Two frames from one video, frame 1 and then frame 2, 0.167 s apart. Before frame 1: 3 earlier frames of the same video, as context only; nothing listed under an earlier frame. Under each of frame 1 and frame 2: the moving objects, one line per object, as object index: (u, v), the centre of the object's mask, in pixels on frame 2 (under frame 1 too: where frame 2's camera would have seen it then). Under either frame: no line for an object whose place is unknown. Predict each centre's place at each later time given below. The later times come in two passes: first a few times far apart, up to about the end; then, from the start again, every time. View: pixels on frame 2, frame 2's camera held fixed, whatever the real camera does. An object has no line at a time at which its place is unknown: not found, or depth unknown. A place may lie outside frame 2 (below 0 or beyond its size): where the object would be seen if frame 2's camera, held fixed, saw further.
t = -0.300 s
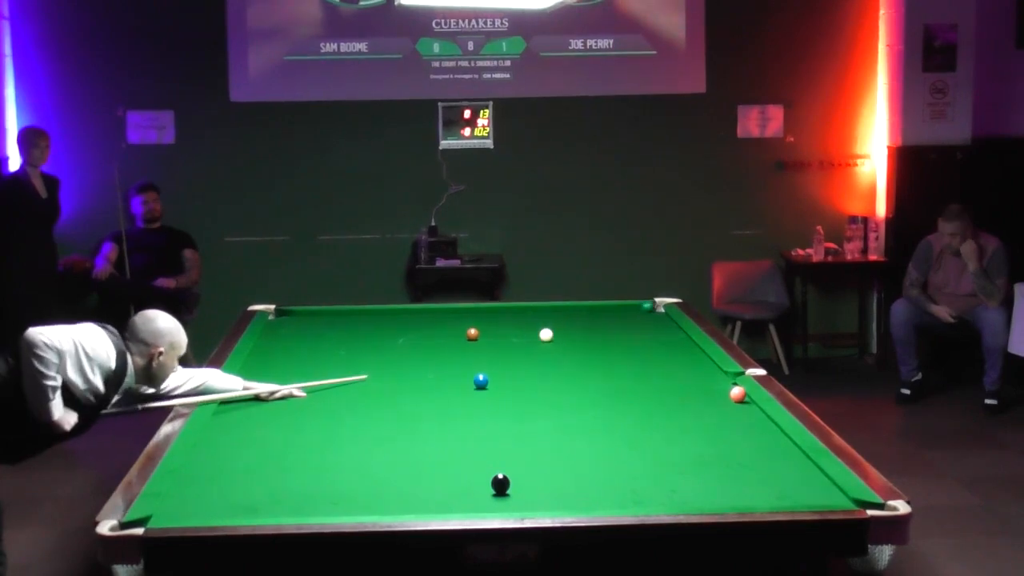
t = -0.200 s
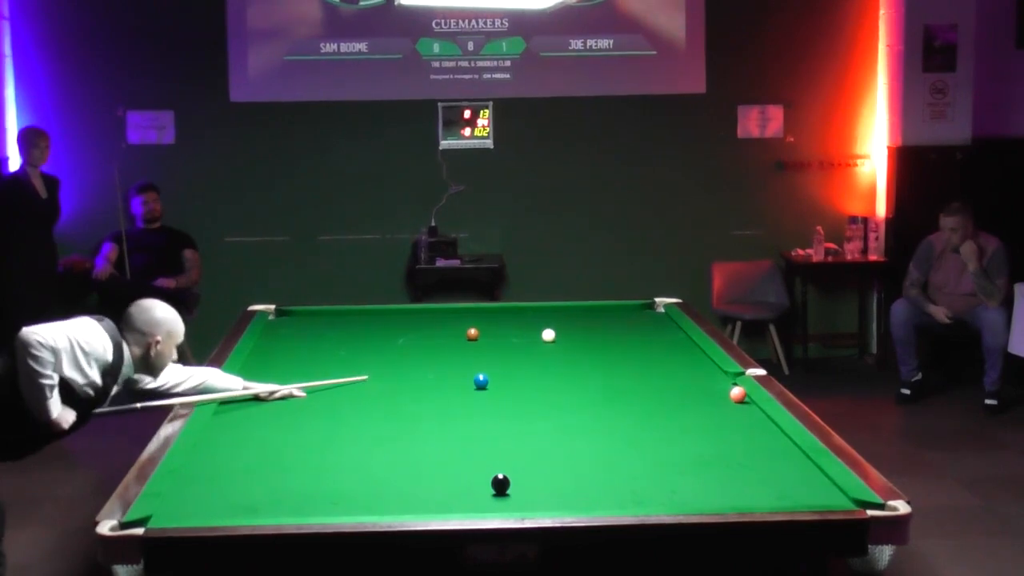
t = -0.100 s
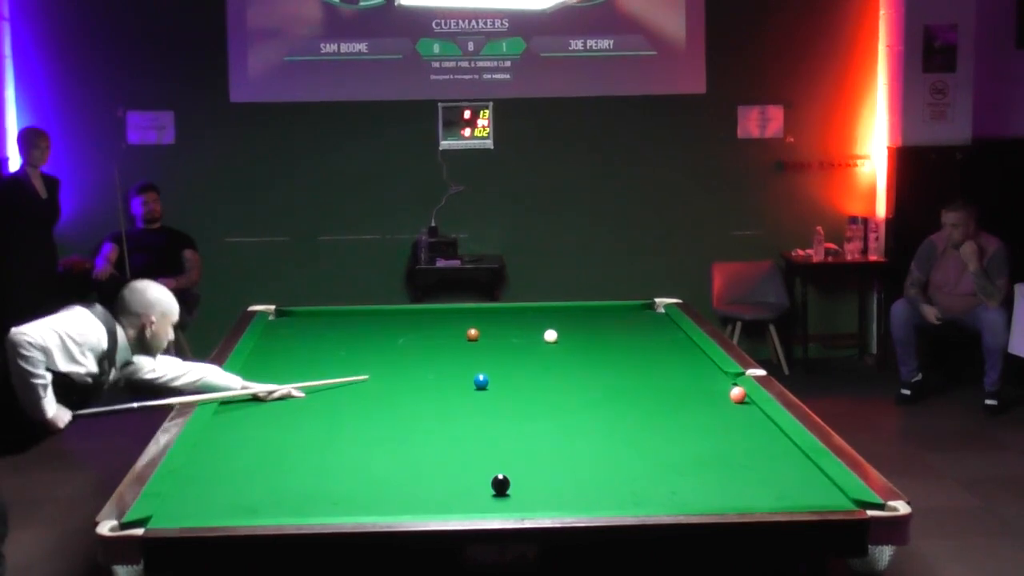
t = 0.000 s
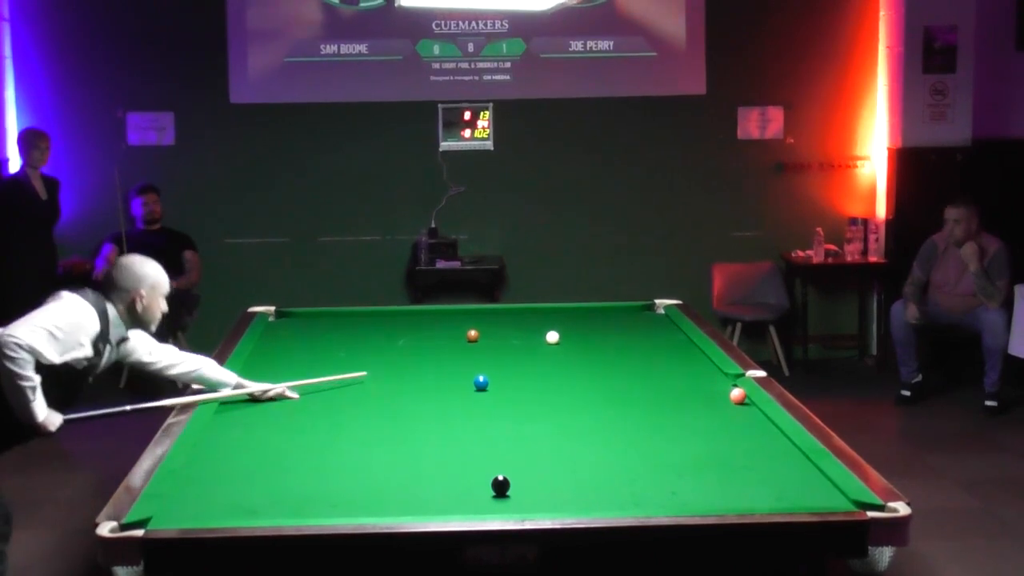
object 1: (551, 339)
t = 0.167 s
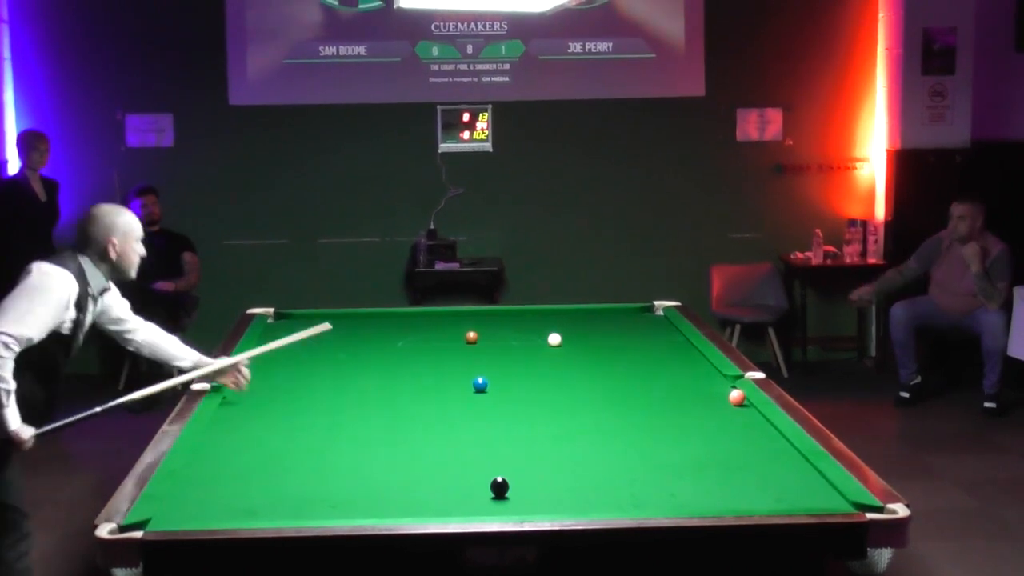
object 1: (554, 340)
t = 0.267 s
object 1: (556, 340)
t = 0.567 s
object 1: (560, 340)
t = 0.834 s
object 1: (561, 341)
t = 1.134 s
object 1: (563, 341)
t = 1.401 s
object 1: (563, 341)
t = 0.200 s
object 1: (554, 340)
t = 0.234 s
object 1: (555, 340)
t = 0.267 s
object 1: (556, 340)
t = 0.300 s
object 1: (556, 340)
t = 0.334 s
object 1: (557, 340)
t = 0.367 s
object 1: (557, 340)
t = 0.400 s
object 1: (557, 340)
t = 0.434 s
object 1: (558, 340)
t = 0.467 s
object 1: (558, 340)
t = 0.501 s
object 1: (558, 340)
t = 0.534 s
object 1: (559, 340)
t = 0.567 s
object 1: (560, 340)
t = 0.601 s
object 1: (560, 340)
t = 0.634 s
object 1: (560, 340)
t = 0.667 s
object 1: (561, 340)
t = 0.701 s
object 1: (561, 340)
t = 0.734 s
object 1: (561, 340)
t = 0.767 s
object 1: (561, 341)
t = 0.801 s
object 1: (561, 341)
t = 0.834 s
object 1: (561, 341)
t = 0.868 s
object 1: (562, 340)
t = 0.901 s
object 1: (562, 341)
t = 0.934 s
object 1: (562, 341)
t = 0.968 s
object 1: (562, 341)
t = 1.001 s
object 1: (562, 341)
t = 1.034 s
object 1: (562, 341)
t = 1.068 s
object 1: (562, 341)
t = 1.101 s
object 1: (562, 341)
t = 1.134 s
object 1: (563, 341)
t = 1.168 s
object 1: (562, 341)
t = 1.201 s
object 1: (563, 341)
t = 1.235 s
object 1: (563, 341)
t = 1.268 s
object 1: (563, 341)
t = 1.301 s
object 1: (563, 341)
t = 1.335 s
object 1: (563, 341)
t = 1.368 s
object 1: (563, 341)
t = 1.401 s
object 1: (563, 341)
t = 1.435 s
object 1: (563, 339)
